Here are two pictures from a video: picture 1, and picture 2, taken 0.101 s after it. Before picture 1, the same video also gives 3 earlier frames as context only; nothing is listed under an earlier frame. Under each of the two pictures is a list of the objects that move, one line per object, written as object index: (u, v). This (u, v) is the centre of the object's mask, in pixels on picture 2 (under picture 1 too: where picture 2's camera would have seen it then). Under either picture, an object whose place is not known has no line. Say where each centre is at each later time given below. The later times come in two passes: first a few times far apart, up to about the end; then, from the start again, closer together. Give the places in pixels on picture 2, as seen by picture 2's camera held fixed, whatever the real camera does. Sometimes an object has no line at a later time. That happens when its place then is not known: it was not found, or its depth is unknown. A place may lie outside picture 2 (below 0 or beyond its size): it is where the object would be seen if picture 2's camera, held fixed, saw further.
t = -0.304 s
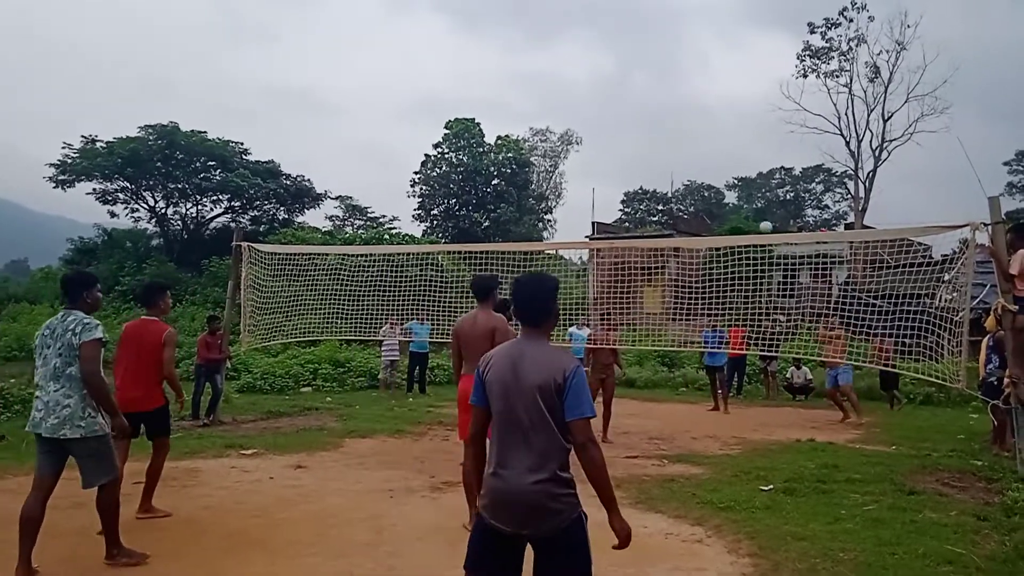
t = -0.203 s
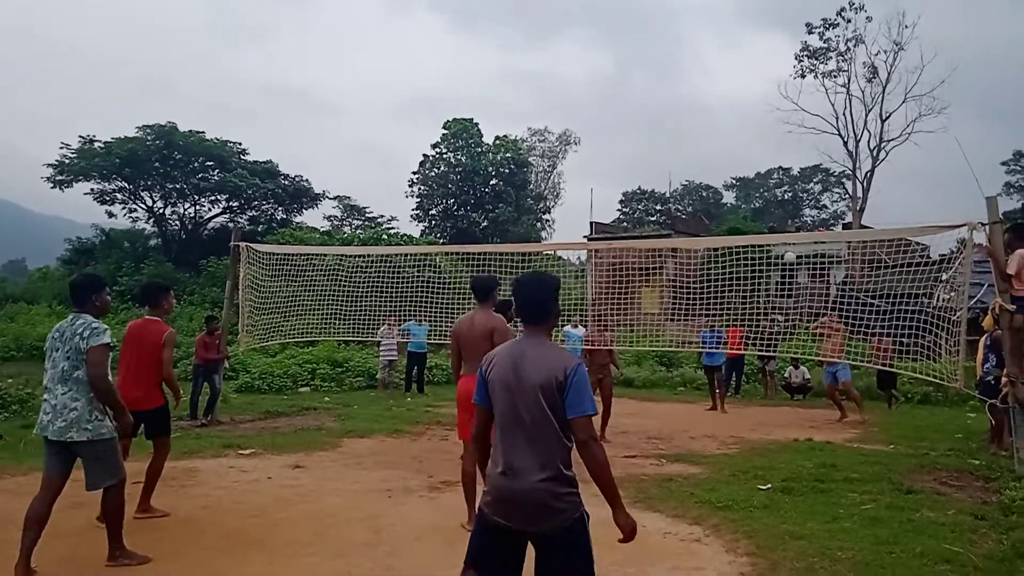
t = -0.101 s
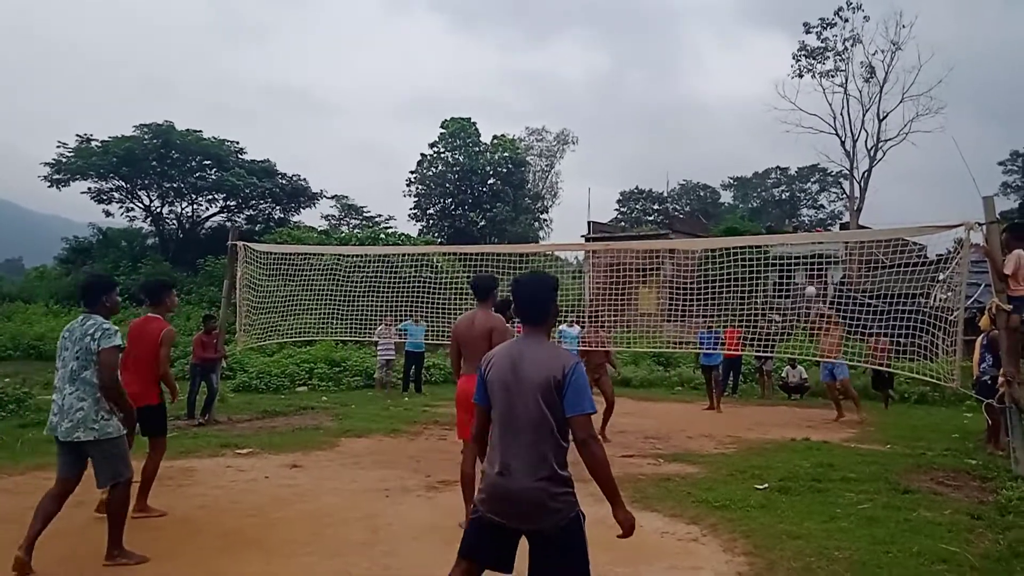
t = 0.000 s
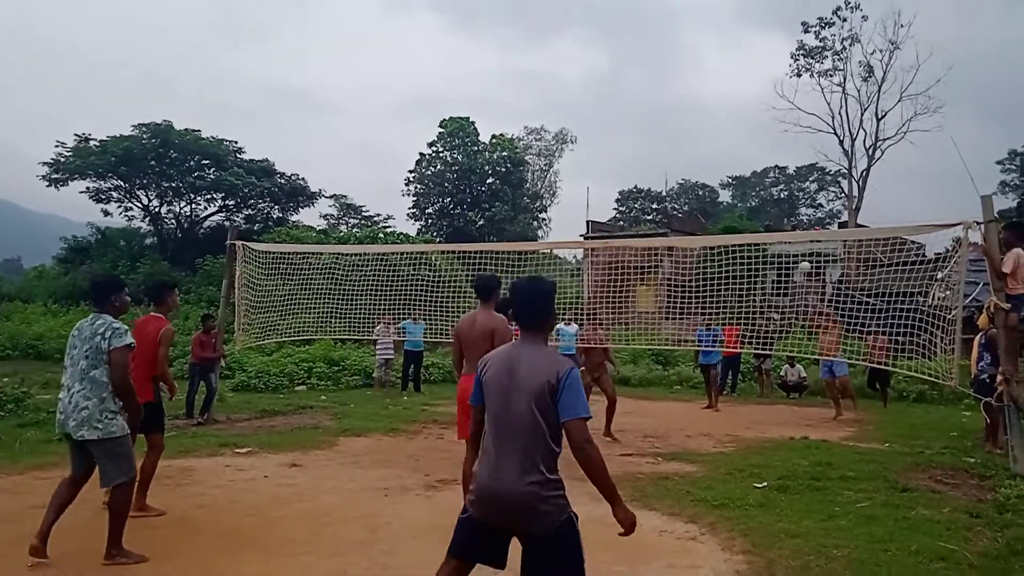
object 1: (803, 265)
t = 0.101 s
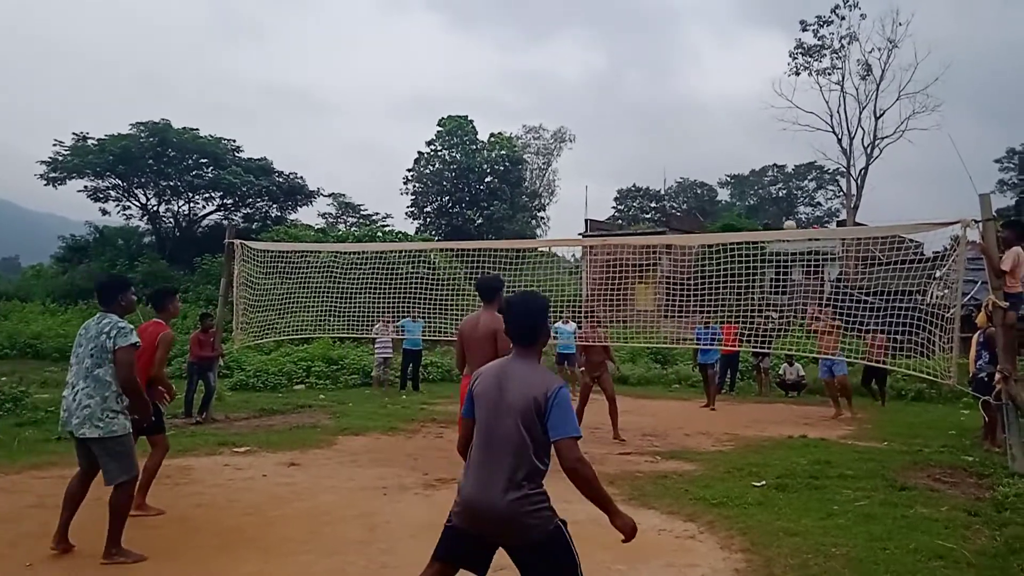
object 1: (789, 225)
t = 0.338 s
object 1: (750, 146)
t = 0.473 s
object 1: (723, 109)
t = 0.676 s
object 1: (669, 76)
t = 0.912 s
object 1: (575, 87)
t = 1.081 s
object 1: (469, 160)
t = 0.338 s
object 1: (750, 146)
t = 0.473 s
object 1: (723, 109)
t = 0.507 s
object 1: (715, 102)
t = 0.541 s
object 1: (707, 95)
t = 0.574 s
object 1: (698, 89)
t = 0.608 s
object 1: (689, 84)
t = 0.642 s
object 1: (679, 80)
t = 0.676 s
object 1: (669, 76)
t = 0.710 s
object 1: (658, 74)
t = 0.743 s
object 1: (647, 72)
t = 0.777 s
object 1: (634, 72)
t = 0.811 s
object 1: (621, 73)
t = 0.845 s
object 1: (607, 76)
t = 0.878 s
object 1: (591, 81)
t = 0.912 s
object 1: (575, 87)
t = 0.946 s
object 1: (557, 96)
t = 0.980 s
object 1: (538, 109)
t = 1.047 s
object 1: (493, 139)
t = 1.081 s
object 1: (469, 160)
